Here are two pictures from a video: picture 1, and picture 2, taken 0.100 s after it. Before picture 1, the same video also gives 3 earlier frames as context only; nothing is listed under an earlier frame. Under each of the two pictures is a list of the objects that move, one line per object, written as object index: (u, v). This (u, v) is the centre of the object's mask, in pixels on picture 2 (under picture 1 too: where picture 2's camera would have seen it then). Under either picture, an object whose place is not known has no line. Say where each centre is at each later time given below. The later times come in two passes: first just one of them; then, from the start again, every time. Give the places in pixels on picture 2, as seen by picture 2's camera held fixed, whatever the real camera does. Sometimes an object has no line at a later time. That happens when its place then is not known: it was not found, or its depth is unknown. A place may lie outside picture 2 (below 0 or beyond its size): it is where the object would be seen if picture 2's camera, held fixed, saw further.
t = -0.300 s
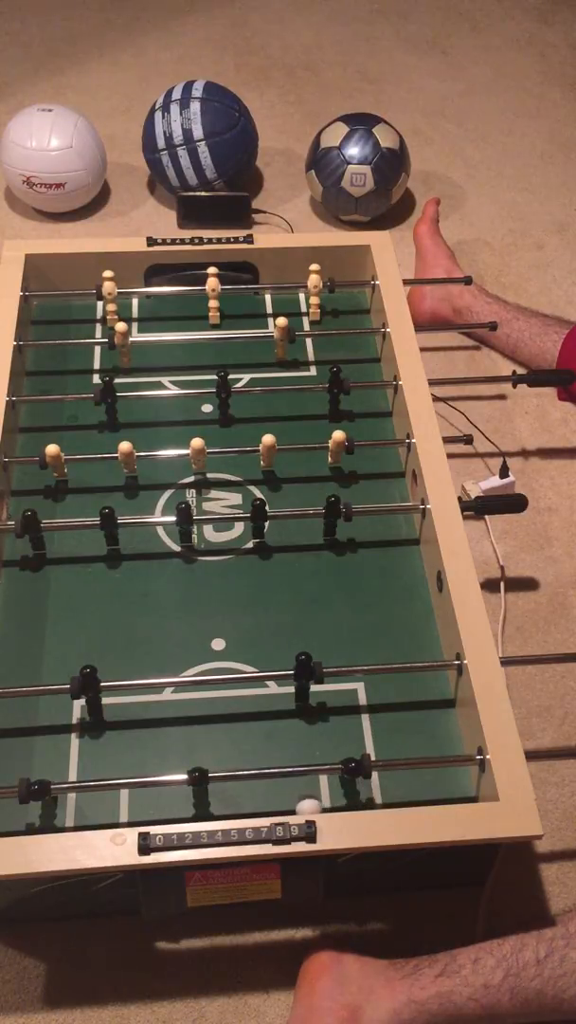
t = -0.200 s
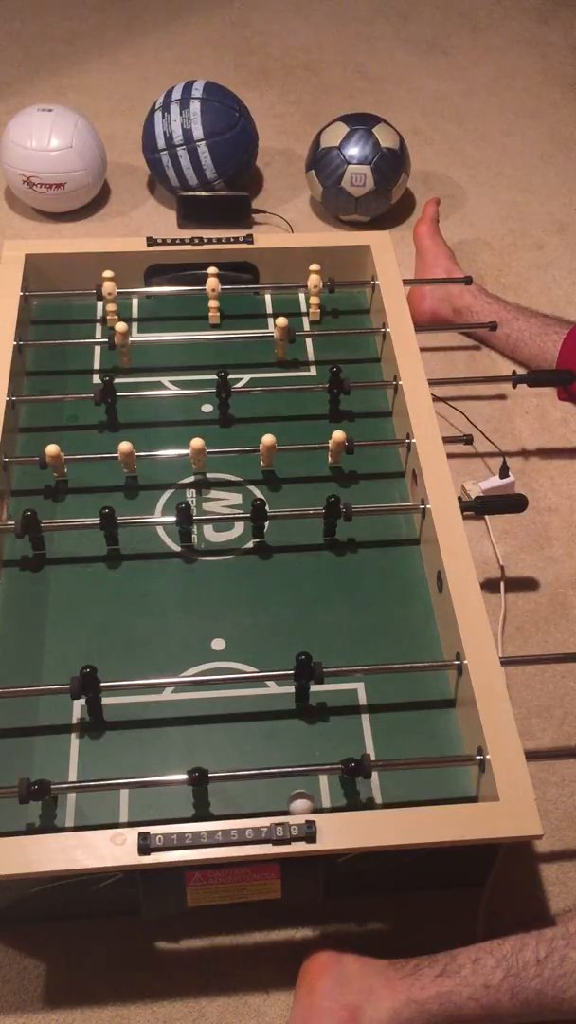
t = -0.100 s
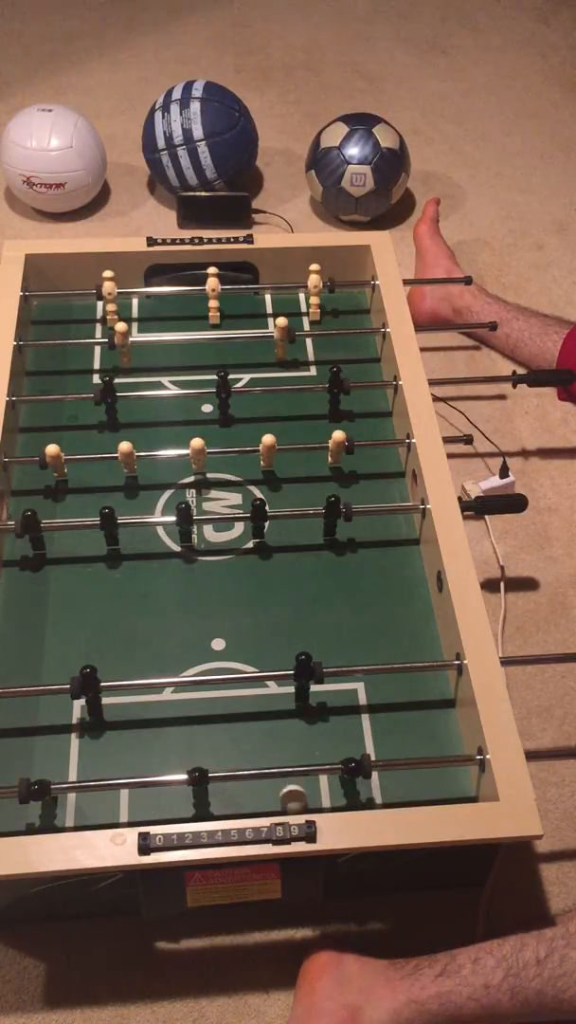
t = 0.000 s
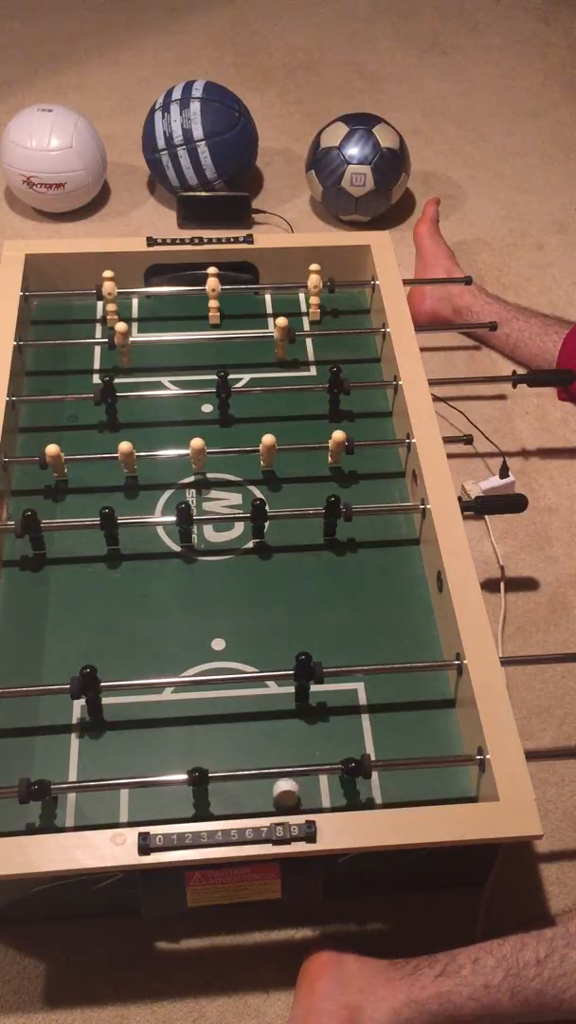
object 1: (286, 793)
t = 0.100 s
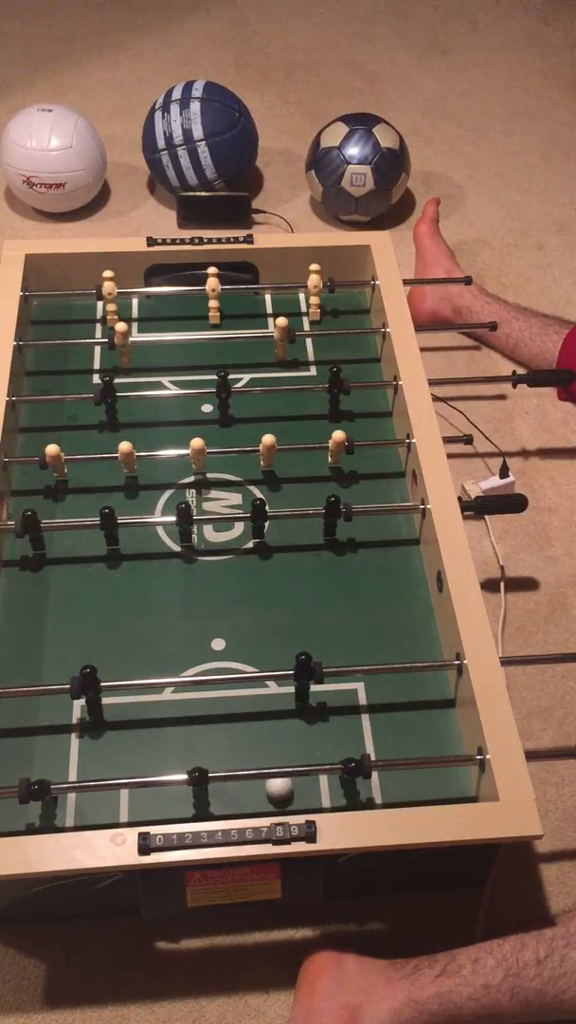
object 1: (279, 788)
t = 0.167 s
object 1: (275, 786)
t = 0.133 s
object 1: (277, 787)
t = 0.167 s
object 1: (275, 786)
